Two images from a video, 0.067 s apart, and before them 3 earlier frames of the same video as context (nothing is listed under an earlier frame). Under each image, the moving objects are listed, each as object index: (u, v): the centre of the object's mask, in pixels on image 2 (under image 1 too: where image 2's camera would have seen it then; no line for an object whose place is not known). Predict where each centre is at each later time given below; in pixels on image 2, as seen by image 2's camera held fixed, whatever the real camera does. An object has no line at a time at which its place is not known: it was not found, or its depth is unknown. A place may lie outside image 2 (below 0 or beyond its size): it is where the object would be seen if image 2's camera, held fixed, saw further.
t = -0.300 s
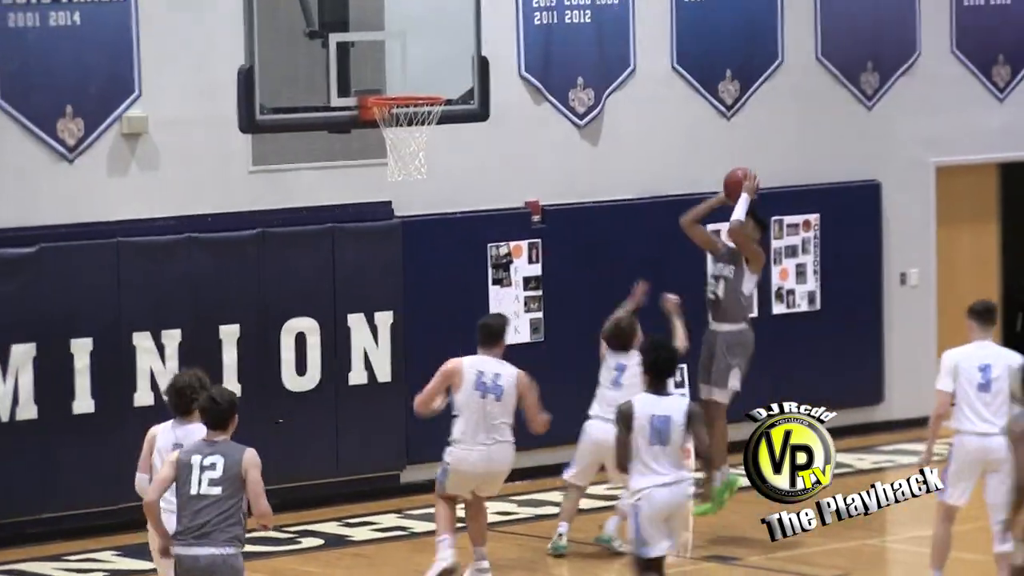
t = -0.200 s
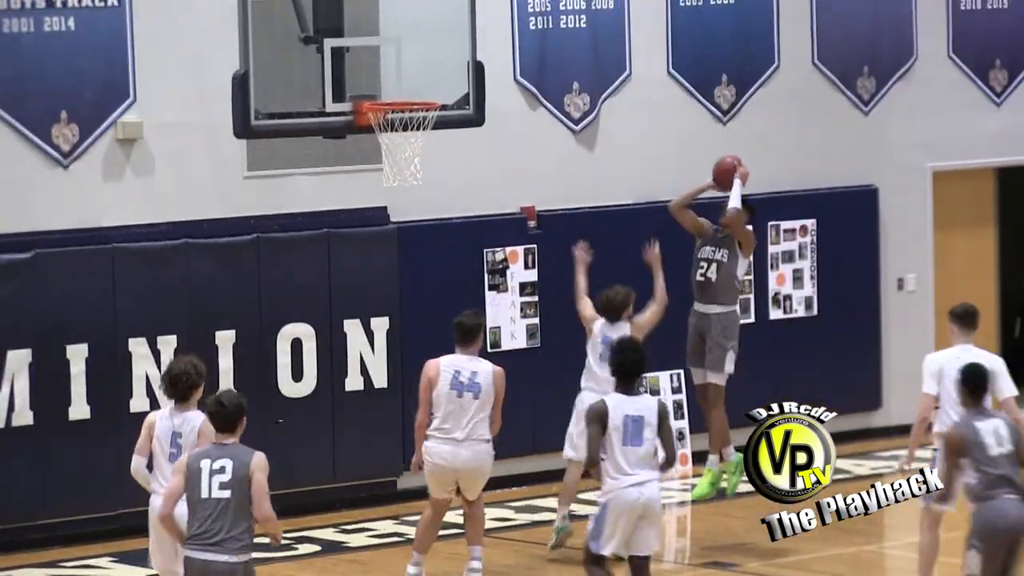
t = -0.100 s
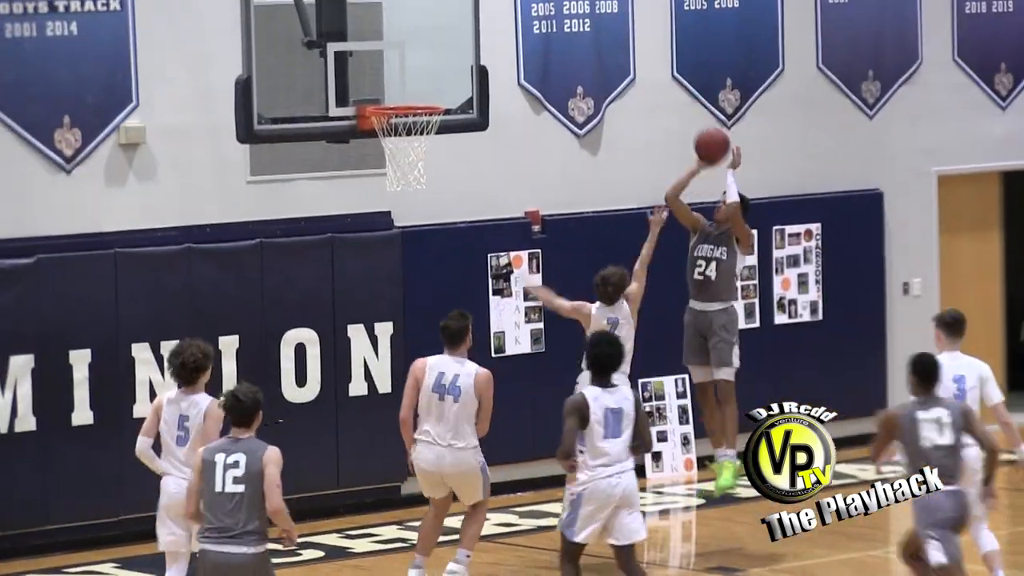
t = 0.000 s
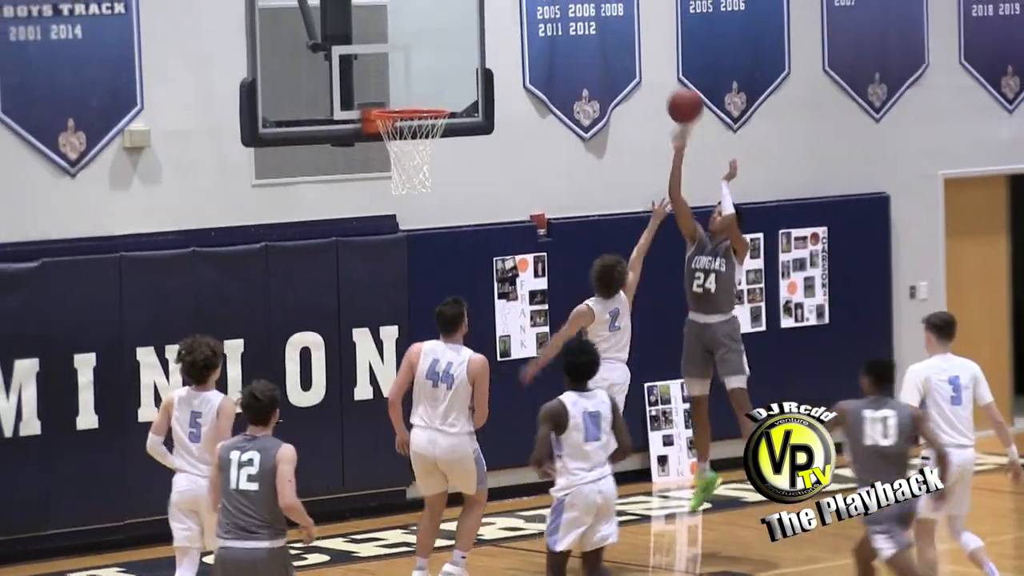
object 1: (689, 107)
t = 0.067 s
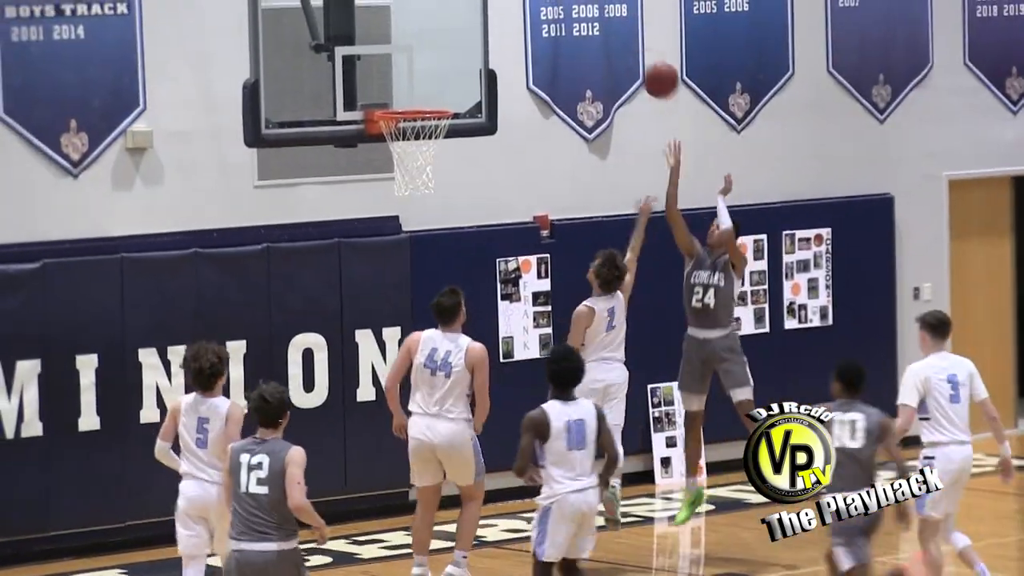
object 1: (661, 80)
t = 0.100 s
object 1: (647, 69)
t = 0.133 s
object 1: (633, 59)
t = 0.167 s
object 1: (619, 51)
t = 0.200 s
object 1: (606, 45)
